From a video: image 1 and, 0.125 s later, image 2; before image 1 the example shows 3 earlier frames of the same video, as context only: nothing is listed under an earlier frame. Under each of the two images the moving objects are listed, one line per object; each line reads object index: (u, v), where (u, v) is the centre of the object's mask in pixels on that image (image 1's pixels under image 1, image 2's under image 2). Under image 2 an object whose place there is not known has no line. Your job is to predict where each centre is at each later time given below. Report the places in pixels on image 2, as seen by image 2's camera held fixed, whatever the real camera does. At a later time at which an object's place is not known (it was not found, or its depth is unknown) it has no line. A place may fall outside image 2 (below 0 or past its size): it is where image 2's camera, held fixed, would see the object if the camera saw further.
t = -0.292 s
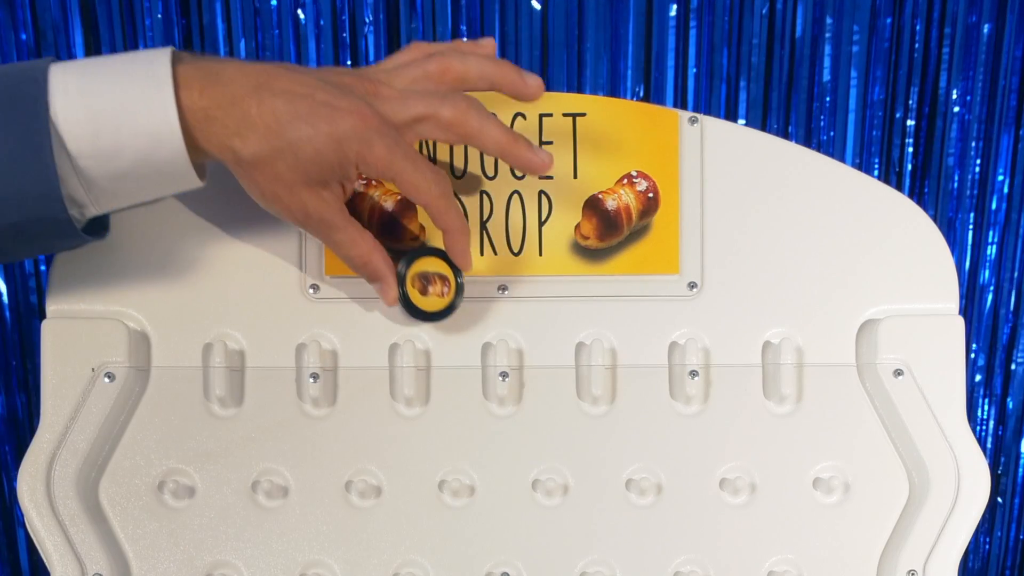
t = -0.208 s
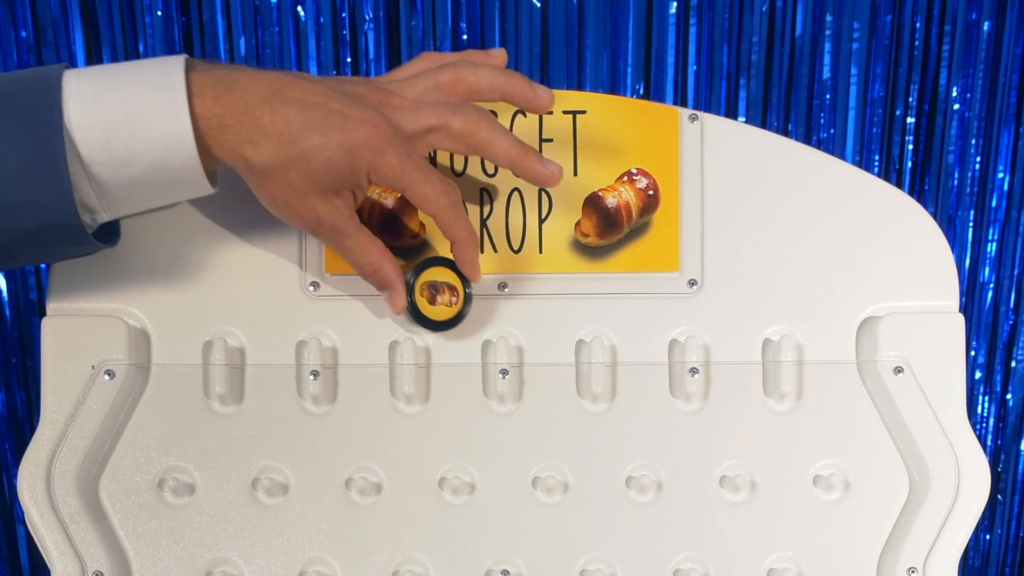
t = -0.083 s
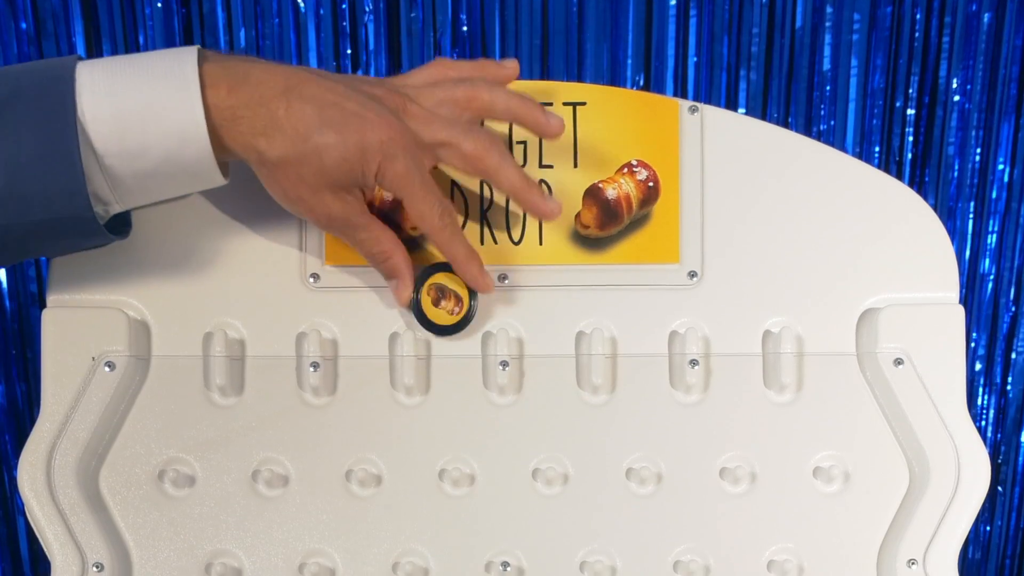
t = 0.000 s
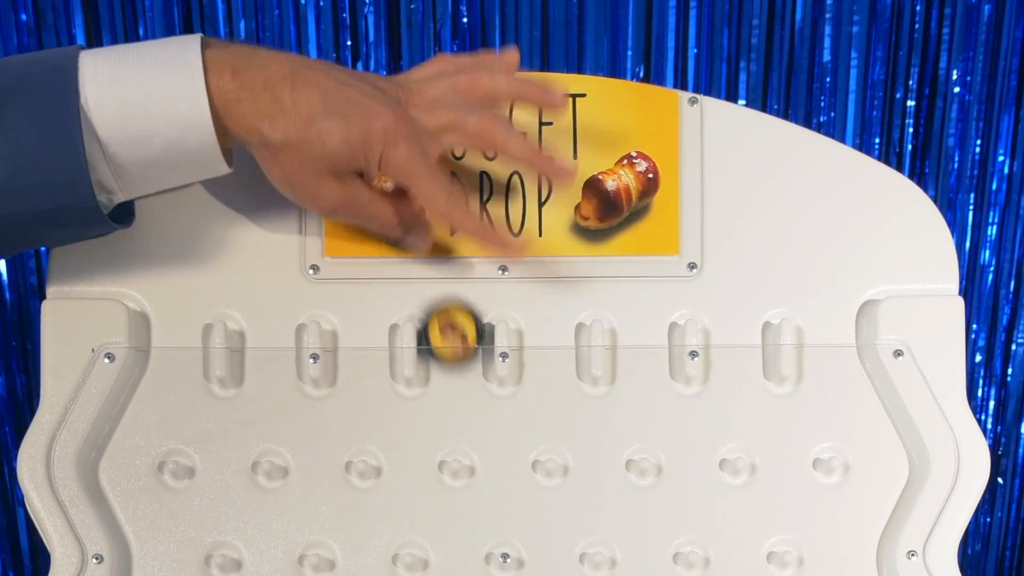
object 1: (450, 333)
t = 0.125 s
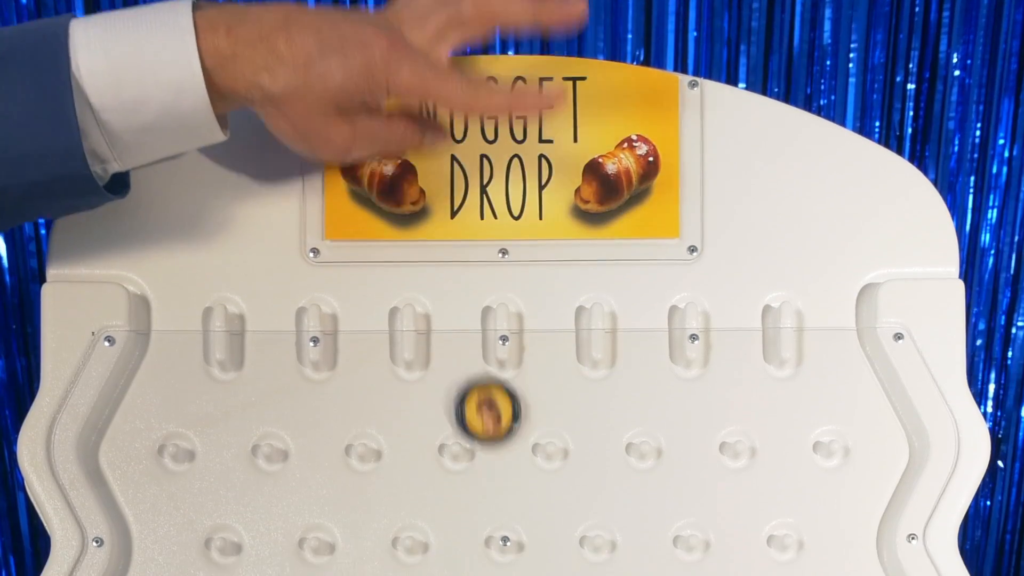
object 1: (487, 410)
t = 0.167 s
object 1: (509, 440)
